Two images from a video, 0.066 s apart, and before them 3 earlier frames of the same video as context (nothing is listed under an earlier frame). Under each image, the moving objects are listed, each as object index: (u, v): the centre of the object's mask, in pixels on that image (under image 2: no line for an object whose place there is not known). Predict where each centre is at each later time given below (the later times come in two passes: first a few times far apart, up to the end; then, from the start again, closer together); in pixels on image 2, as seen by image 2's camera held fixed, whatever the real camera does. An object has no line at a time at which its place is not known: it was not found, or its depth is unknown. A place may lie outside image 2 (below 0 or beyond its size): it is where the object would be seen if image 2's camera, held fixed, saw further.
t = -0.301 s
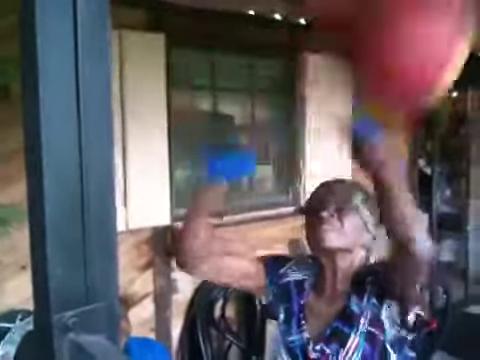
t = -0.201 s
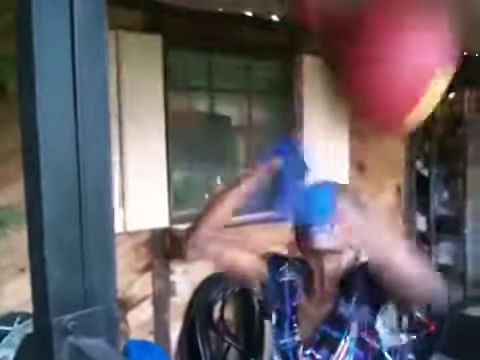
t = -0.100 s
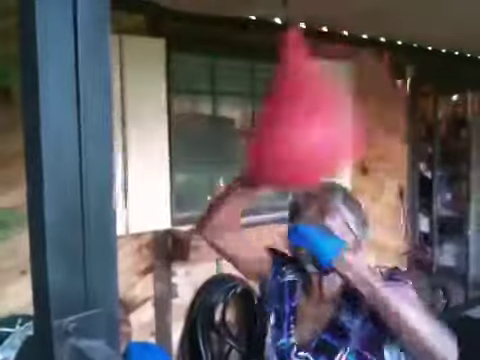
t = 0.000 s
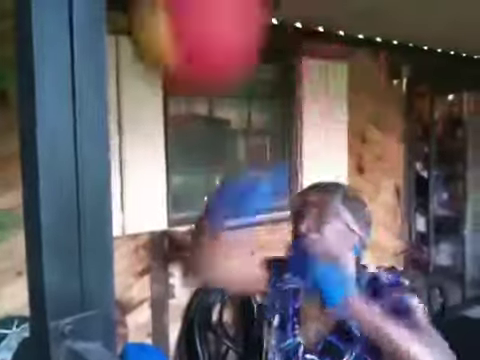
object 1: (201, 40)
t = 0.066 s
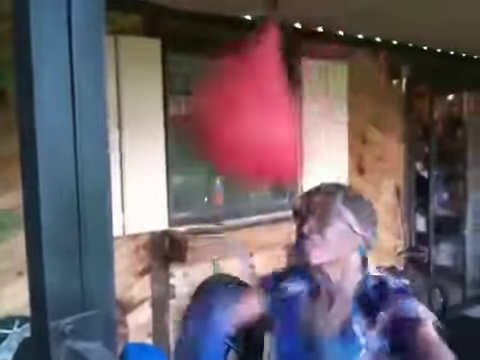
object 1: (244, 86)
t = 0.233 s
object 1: (339, 53)
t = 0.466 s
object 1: (236, 89)
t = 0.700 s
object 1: (227, 87)
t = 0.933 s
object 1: (331, 78)
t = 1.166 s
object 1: (310, 75)
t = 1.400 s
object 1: (212, 70)
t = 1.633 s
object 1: (181, 22)
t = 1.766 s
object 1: (207, 77)
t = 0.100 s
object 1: (272, 96)
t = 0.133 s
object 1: (289, 90)
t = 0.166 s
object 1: (304, 81)
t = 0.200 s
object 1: (338, 69)
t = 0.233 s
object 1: (339, 53)
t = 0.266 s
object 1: (337, 70)
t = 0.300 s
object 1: (332, 90)
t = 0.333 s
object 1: (311, 83)
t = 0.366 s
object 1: (299, 92)
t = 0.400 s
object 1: (278, 99)
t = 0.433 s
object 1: (257, 95)
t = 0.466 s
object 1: (236, 89)
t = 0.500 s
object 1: (196, 74)
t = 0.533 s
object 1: (178, 51)
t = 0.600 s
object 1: (154, 32)
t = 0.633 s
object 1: (166, 48)
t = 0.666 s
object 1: (202, 57)
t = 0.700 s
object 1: (227, 87)
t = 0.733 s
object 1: (248, 95)
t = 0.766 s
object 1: (269, 103)
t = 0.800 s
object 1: (285, 107)
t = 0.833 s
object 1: (298, 95)
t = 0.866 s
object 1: (304, 85)
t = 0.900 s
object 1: (325, 92)
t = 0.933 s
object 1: (331, 78)
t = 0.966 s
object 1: (335, 68)
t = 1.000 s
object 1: (339, 58)
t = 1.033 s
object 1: (330, 41)
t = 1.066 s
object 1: (328, 44)
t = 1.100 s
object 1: (336, 74)
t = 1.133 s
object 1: (320, 64)
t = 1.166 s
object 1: (310, 75)
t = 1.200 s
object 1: (304, 88)
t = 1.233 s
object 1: (296, 92)
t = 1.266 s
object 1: (282, 100)
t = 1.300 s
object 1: (267, 99)
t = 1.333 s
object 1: (250, 96)
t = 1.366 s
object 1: (231, 89)
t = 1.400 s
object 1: (212, 70)
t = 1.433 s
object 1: (195, 57)
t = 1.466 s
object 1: (185, 39)
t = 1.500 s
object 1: (183, 19)
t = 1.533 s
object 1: (167, 19)
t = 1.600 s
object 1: (159, 18)
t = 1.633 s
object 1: (181, 22)
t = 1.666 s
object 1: (158, 21)
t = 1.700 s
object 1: (171, 28)
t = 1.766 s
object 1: (207, 77)
